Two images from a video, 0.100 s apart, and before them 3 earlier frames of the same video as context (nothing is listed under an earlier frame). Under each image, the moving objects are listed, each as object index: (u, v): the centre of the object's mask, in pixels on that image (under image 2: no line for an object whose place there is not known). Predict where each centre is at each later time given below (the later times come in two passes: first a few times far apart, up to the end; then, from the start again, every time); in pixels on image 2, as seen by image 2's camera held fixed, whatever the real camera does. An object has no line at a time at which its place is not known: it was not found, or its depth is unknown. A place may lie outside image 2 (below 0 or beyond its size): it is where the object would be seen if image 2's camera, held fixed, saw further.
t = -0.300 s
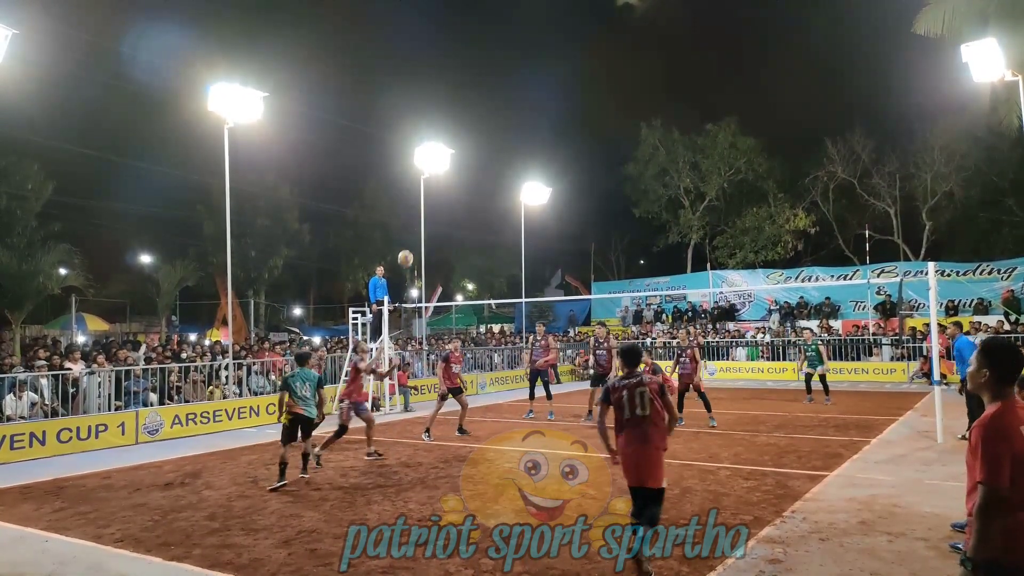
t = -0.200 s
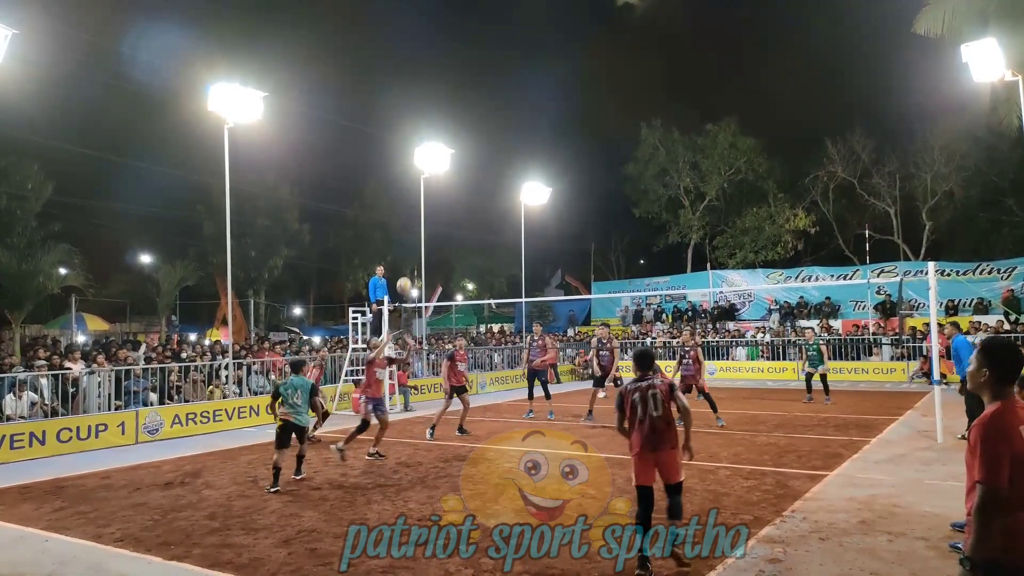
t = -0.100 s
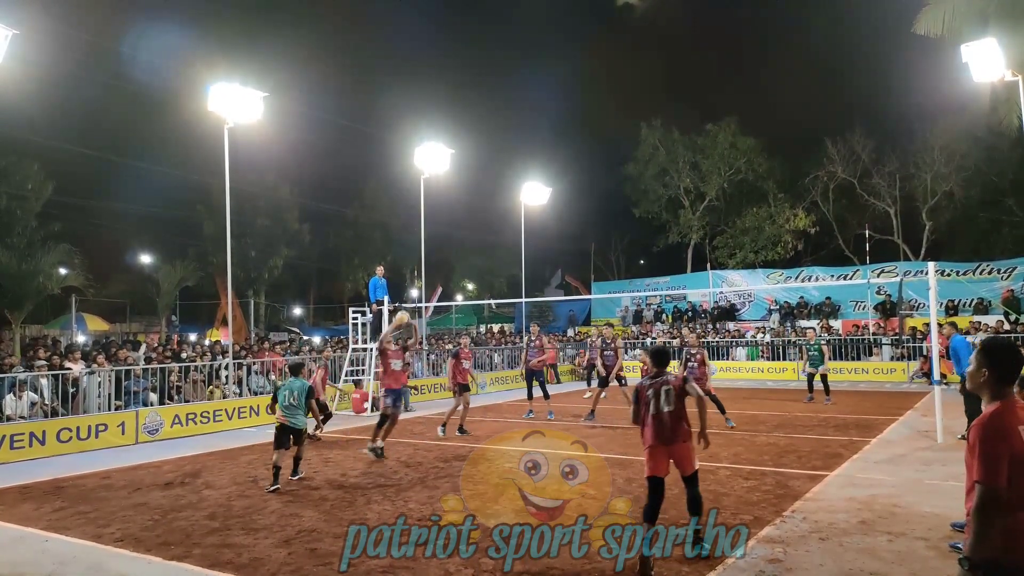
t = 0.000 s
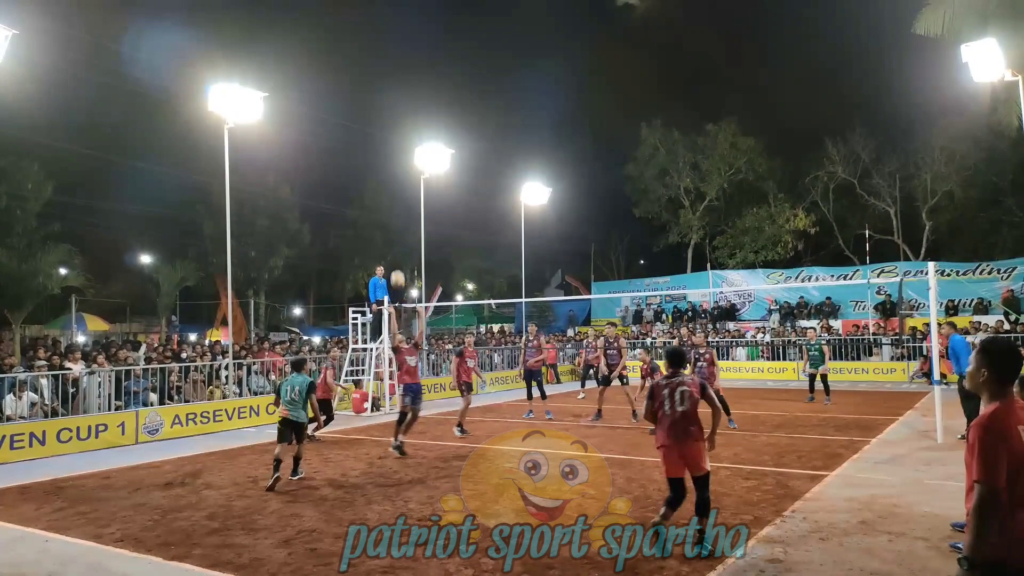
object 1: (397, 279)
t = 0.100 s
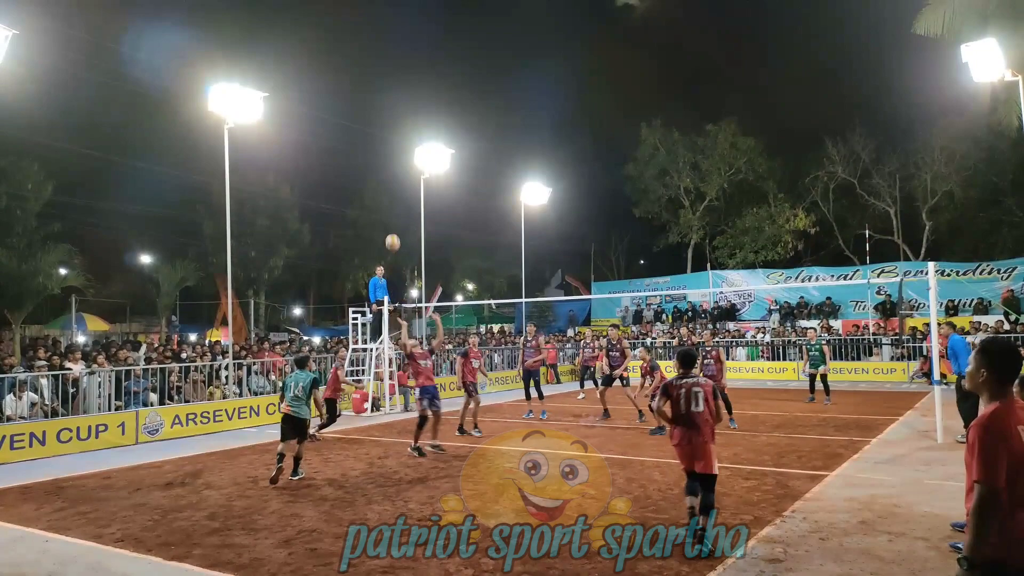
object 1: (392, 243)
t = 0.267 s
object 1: (385, 199)
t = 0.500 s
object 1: (375, 170)
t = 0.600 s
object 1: (371, 168)
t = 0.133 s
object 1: (391, 232)
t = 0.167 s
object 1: (389, 223)
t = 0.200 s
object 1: (388, 214)
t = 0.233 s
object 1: (386, 206)
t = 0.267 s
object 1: (385, 199)
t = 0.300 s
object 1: (383, 192)
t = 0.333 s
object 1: (382, 187)
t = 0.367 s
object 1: (380, 182)
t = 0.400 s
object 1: (379, 178)
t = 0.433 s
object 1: (377, 174)
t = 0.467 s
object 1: (376, 172)
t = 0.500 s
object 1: (375, 170)
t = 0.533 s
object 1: (373, 168)
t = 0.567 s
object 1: (372, 168)
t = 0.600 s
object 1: (371, 168)
